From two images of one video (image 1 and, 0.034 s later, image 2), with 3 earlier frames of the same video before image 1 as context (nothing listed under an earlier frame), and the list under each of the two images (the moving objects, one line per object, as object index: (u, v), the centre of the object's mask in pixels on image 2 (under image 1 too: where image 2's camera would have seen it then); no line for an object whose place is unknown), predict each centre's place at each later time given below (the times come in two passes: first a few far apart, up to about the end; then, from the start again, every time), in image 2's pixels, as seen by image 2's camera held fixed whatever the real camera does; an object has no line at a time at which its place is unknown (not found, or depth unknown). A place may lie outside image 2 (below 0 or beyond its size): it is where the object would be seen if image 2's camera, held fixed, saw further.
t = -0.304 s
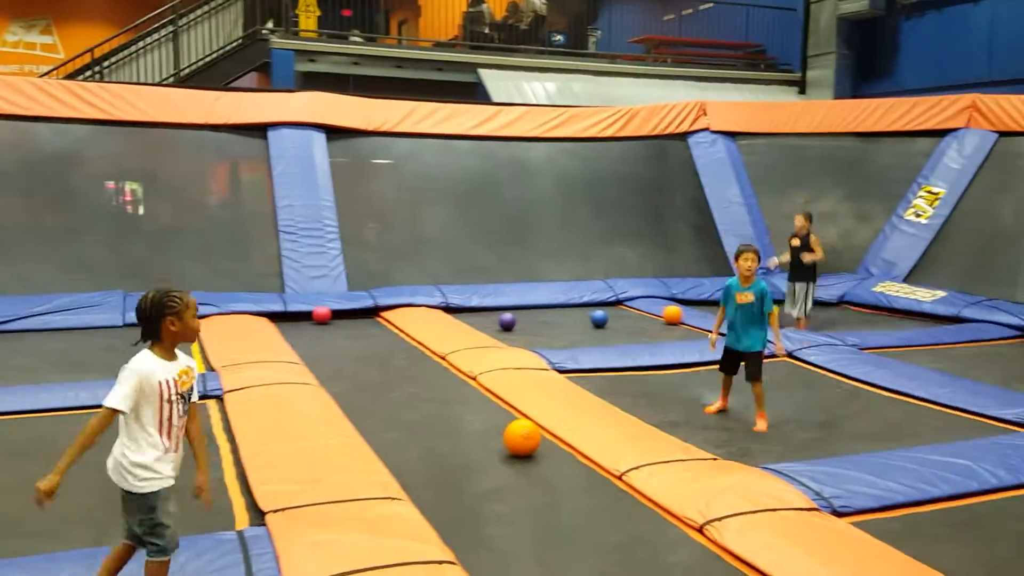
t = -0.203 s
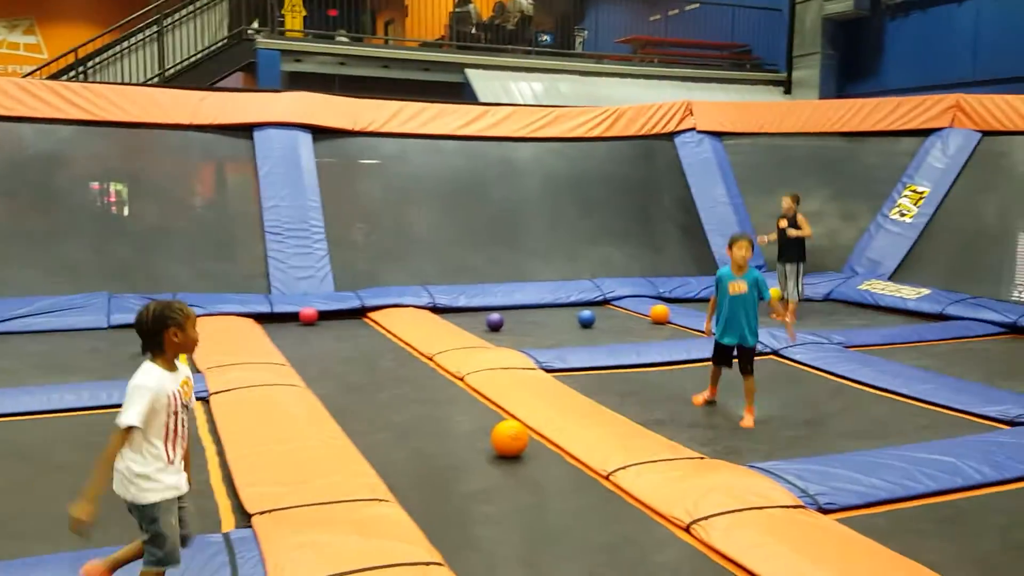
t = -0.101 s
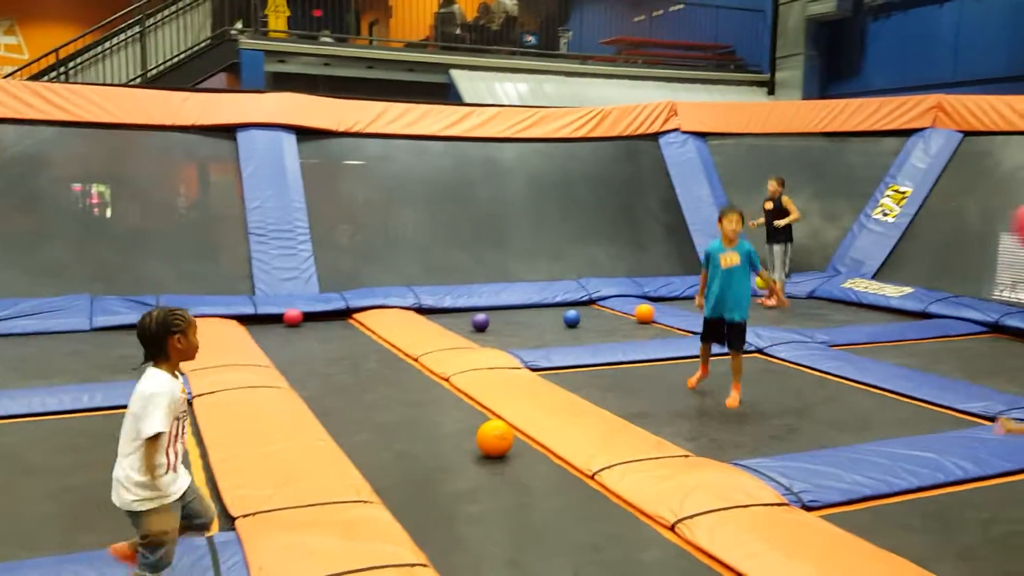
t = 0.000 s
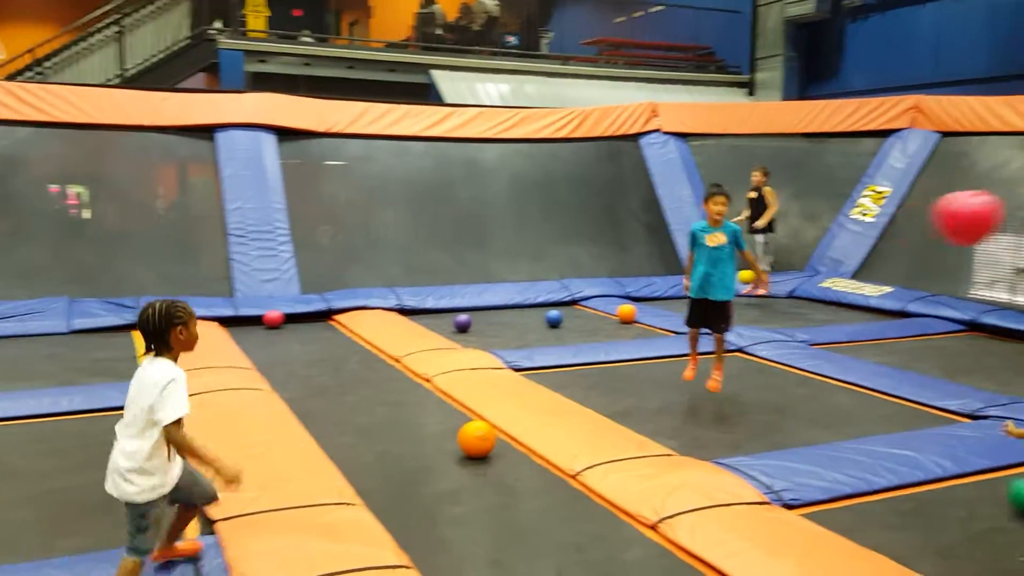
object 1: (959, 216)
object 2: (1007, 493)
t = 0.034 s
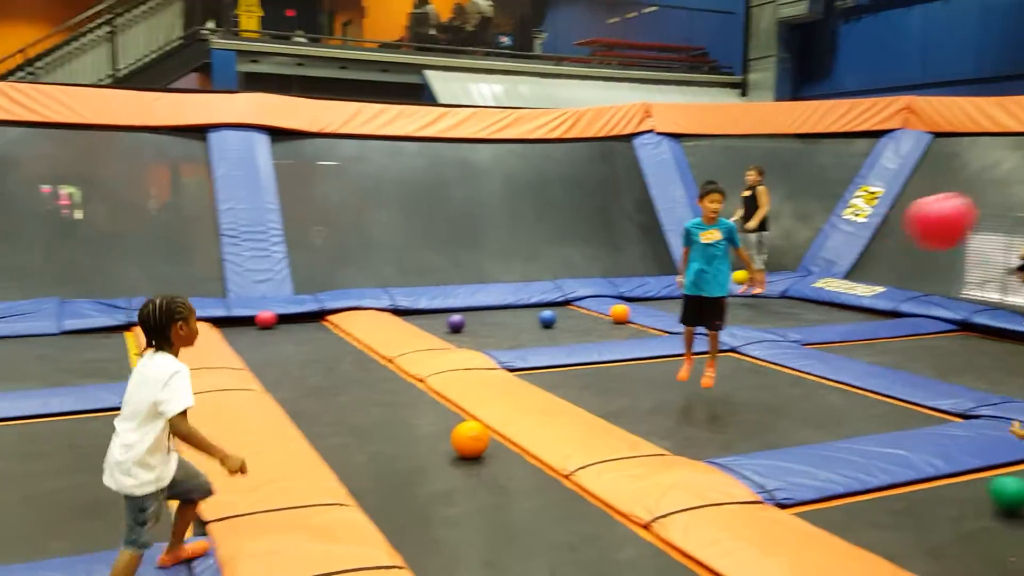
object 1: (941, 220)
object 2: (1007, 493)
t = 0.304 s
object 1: (775, 368)
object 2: (932, 487)
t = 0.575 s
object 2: (868, 476)
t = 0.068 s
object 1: (921, 227)
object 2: (1000, 494)
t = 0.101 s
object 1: (902, 236)
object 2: (990, 497)
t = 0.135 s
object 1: (882, 250)
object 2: (980, 498)
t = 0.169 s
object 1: (863, 262)
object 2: (970, 498)
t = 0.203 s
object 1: (839, 285)
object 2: (961, 496)
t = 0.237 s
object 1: (816, 312)
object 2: (951, 494)
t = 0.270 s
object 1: (798, 334)
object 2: (941, 492)
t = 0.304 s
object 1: (775, 368)
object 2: (932, 487)
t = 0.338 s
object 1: (755, 402)
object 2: (922, 485)
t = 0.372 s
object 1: (736, 433)
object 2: (912, 484)
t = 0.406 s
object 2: (903, 482)
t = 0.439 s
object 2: (894, 483)
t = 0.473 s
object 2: (884, 481)
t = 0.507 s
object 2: (876, 480)
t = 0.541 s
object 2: (871, 477)
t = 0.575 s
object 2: (868, 476)
